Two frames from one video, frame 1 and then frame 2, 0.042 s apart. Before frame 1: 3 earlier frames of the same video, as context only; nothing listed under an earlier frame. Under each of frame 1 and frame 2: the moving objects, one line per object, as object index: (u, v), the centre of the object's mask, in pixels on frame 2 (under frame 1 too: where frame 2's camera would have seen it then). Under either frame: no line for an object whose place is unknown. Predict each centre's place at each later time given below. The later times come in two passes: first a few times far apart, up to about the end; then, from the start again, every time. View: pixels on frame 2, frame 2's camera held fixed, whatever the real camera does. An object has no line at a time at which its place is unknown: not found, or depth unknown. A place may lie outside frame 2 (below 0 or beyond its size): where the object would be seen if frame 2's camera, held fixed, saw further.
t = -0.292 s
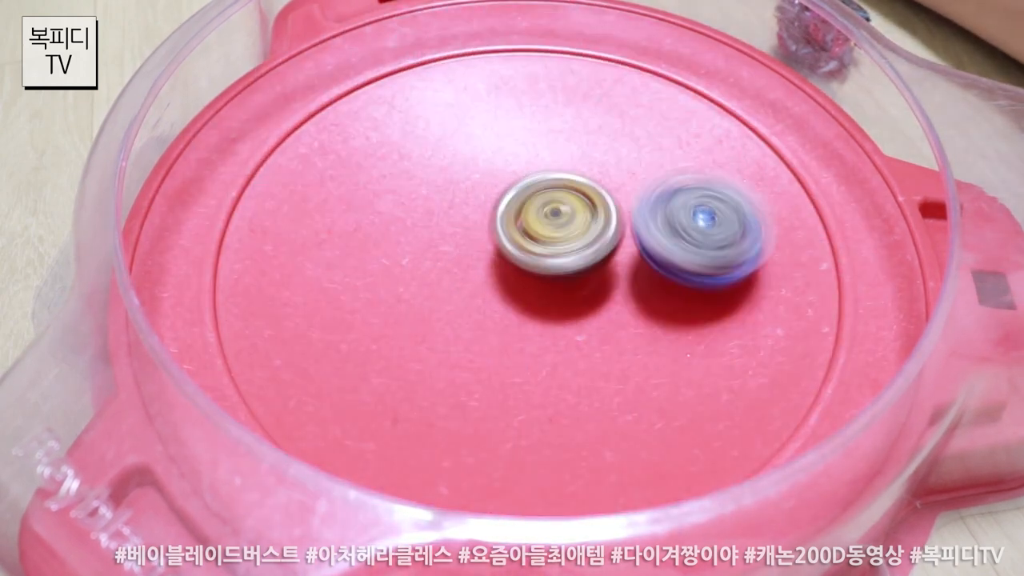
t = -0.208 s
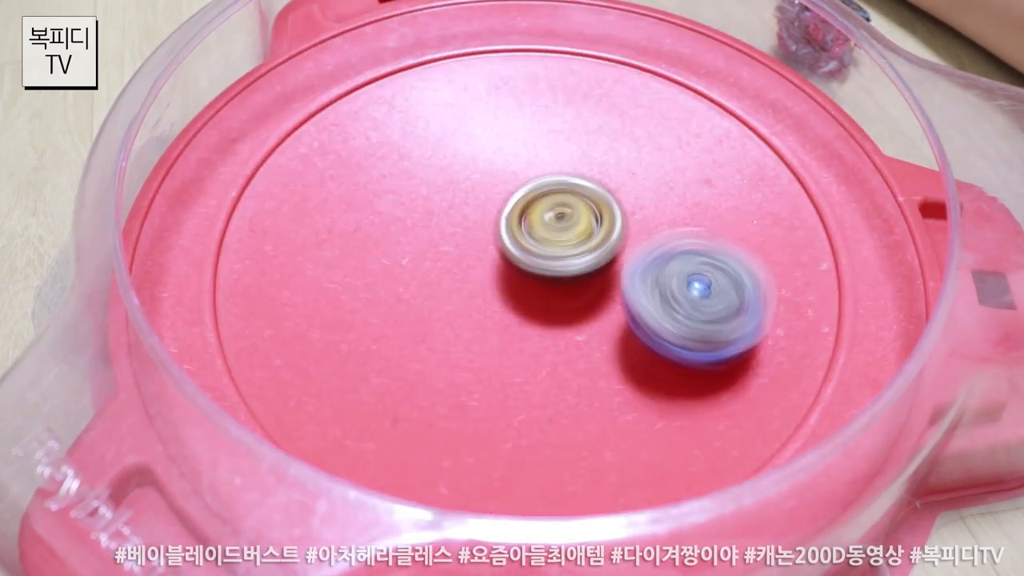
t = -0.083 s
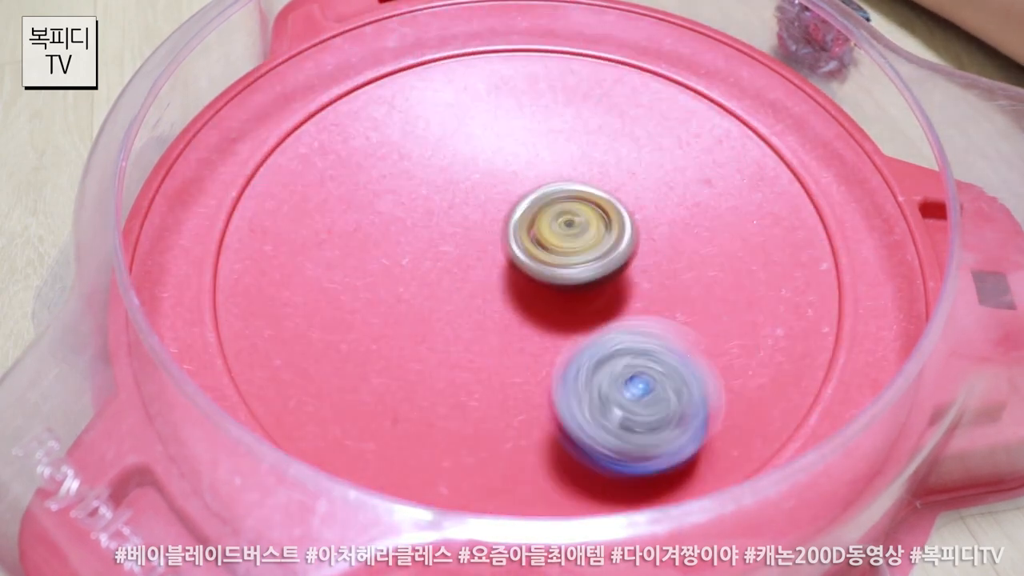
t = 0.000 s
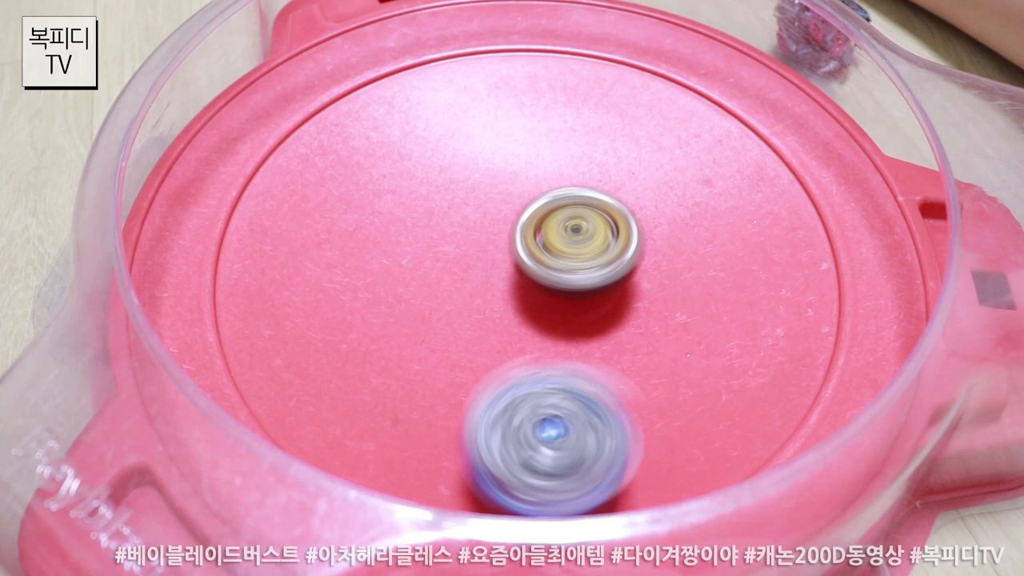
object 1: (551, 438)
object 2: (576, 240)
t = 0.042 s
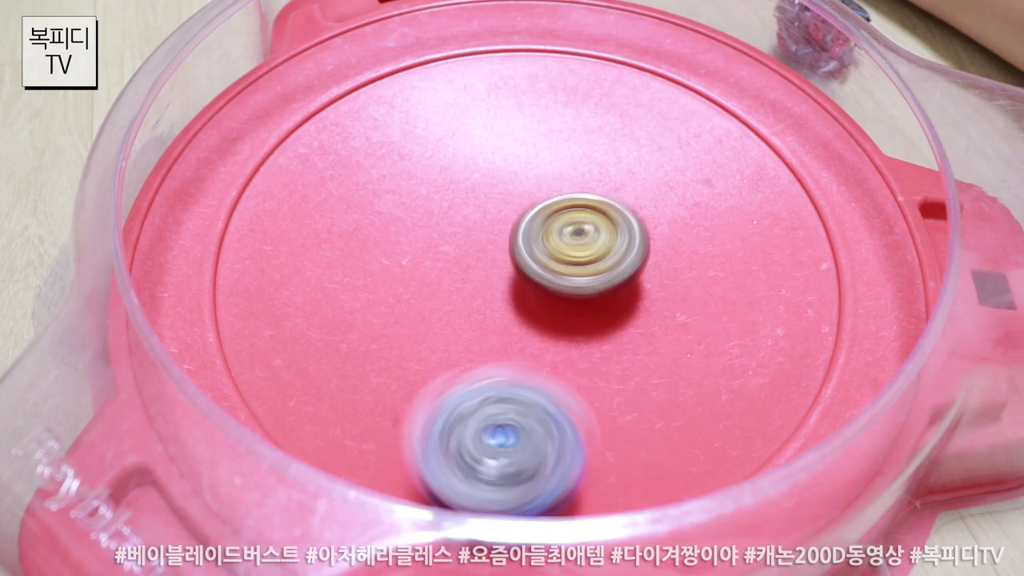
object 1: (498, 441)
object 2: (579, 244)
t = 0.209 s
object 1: (326, 381)
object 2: (580, 256)
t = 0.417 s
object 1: (333, 221)
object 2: (565, 262)
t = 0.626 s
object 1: (484, 127)
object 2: (561, 264)
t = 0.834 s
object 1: (662, 125)
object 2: (546, 273)
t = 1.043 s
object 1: (777, 222)
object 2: (521, 267)
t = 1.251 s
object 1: (667, 357)
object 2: (515, 264)
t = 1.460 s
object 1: (457, 370)
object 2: (511, 252)
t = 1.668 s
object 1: (327, 278)
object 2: (496, 238)
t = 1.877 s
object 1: (362, 168)
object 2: (486, 232)
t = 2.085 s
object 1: (483, 93)
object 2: (536, 259)
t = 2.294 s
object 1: (630, 150)
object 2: (530, 231)
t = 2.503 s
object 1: (668, 285)
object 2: (535, 199)
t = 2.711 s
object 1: (545, 398)
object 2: (564, 207)
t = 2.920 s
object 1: (366, 348)
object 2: (573, 233)
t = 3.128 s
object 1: (373, 217)
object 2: (565, 250)
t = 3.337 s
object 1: (498, 141)
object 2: (556, 257)
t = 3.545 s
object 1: (650, 154)
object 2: (547, 261)
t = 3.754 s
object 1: (710, 257)
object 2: (535, 262)
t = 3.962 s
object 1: (592, 357)
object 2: (517, 252)
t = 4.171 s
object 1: (420, 376)
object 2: (511, 216)
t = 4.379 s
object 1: (333, 278)
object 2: (514, 222)
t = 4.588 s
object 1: (362, 174)
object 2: (585, 230)
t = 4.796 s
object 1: (476, 124)
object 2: (579, 231)
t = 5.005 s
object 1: (605, 144)
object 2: (582, 252)
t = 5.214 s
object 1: (695, 209)
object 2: (576, 295)
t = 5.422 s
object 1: (748, 267)
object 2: (401, 363)
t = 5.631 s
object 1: (620, 304)
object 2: (345, 398)
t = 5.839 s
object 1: (480, 255)
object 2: (432, 365)
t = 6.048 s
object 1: (423, 122)
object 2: (493, 351)
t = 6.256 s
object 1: (455, 52)
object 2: (507, 285)
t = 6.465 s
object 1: (529, 85)
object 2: (481, 247)
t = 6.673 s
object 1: (605, 107)
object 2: (468, 322)
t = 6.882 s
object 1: (648, 207)
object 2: (492, 299)
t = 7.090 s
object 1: (662, 308)
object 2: (496, 275)
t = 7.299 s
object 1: (644, 403)
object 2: (512, 266)
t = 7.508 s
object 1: (518, 379)
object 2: (527, 261)
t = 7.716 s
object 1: (424, 320)
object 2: (547, 235)
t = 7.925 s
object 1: (396, 229)
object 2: (543, 233)
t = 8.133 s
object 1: (408, 143)
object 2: (563, 237)
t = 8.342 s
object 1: (503, 128)
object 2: (566, 238)
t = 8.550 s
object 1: (592, 146)
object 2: (555, 284)
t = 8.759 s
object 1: (653, 210)
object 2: (521, 289)
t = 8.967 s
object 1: (647, 287)
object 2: (465, 285)
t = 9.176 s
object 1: (556, 297)
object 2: (420, 253)
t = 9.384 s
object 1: (547, 233)
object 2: (404, 208)
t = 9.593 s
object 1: (584, 192)
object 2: (446, 183)
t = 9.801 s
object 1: (641, 240)
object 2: (474, 160)
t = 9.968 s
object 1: (624, 305)
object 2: (521, 180)
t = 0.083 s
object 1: (449, 441)
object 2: (581, 246)
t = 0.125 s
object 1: (401, 427)
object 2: (582, 251)
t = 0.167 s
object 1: (356, 407)
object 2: (582, 252)
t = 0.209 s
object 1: (326, 381)
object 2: (580, 256)
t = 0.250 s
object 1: (306, 349)
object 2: (578, 257)
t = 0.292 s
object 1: (300, 315)
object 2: (575, 260)
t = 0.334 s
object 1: (300, 280)
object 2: (572, 261)
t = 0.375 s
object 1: (315, 250)
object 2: (568, 263)
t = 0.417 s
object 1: (333, 221)
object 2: (565, 262)
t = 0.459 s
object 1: (357, 195)
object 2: (563, 264)
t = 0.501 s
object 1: (385, 173)
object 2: (562, 262)
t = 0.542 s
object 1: (415, 155)
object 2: (562, 264)
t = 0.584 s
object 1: (450, 139)
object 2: (560, 263)
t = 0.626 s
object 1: (484, 127)
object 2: (561, 264)
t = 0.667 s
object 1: (519, 119)
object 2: (559, 266)
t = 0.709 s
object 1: (558, 116)
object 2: (557, 268)
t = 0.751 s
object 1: (593, 116)
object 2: (554, 271)
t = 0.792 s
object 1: (629, 119)
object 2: (550, 272)
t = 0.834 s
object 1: (662, 125)
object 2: (546, 273)
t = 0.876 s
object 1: (697, 134)
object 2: (541, 274)
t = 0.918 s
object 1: (729, 150)
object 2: (535, 273)
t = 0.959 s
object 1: (754, 168)
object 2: (530, 271)
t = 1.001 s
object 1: (771, 196)
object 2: (525, 270)
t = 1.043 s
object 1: (777, 222)
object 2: (521, 267)
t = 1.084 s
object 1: (772, 251)
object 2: (518, 266)
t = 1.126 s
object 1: (758, 283)
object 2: (516, 265)
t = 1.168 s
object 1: (737, 312)
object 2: (514, 263)
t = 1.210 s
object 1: (706, 337)
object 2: (515, 263)
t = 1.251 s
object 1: (667, 357)
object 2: (515, 264)
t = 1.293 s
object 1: (620, 371)
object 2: (514, 264)
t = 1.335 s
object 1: (576, 378)
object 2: (514, 264)
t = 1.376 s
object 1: (531, 380)
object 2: (514, 261)
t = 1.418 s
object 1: (492, 377)
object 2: (513, 256)
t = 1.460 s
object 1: (457, 370)
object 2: (511, 252)
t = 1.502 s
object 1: (423, 356)
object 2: (509, 248)
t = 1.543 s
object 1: (391, 340)
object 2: (506, 244)
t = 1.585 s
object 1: (363, 324)
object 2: (504, 242)
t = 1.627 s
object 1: (342, 301)
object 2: (501, 240)
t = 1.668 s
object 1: (327, 278)
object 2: (496, 238)
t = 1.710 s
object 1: (319, 254)
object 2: (493, 236)
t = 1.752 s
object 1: (318, 229)
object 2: (490, 236)
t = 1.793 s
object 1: (328, 209)
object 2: (488, 235)
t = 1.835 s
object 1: (341, 186)
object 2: (487, 234)
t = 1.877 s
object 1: (362, 168)
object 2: (486, 232)
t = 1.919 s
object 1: (388, 153)
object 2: (485, 230)
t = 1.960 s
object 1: (404, 127)
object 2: (502, 243)
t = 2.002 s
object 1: (424, 110)
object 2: (519, 252)
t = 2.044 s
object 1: (452, 101)
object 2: (530, 257)
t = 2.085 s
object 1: (483, 93)
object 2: (536, 259)
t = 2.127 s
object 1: (515, 93)
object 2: (537, 257)
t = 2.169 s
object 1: (548, 102)
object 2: (536, 252)
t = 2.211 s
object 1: (578, 114)
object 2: (534, 245)
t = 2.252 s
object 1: (605, 129)
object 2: (533, 238)
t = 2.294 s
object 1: (630, 150)
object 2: (530, 231)
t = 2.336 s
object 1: (650, 175)
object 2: (528, 223)
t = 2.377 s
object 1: (666, 201)
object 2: (527, 215)
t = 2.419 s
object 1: (673, 230)
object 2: (528, 209)
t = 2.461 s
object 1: (675, 259)
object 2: (531, 203)
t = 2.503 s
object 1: (668, 285)
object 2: (535, 199)
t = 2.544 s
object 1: (655, 315)
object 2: (541, 198)
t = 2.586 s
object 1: (636, 343)
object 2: (547, 197)
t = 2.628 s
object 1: (613, 366)
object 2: (553, 199)
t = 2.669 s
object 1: (580, 386)
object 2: (559, 203)
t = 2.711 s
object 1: (545, 398)
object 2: (564, 207)
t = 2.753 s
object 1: (505, 403)
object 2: (567, 212)
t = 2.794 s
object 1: (465, 400)
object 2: (570, 218)
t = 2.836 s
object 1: (427, 390)
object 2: (572, 224)
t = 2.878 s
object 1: (394, 373)
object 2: (573, 229)
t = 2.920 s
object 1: (366, 348)
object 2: (573, 233)
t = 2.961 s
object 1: (351, 322)
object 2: (572, 237)
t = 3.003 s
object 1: (347, 295)
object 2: (571, 241)
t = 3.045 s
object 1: (347, 268)
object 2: (569, 244)
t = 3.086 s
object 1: (358, 242)
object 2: (567, 247)
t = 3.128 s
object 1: (373, 217)
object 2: (565, 250)
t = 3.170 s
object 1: (392, 197)
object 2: (563, 253)
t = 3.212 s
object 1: (417, 180)
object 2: (561, 254)
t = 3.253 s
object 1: (442, 164)
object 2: (559, 255)
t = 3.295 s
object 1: (469, 152)
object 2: (557, 256)
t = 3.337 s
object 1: (498, 141)
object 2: (556, 257)
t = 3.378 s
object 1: (529, 135)
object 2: (555, 258)
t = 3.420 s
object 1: (562, 134)
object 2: (554, 258)
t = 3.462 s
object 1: (593, 138)
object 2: (552, 259)
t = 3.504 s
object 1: (623, 144)
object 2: (550, 260)
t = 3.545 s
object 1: (650, 154)
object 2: (547, 261)
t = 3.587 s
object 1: (676, 167)
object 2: (544, 261)
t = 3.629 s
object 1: (697, 183)
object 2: (541, 261)
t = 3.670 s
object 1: (712, 207)
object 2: (539, 261)
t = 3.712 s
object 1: (715, 230)
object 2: (537, 262)
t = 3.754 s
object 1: (710, 257)
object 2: (535, 262)
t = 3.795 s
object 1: (697, 280)
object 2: (532, 262)
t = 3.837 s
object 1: (676, 307)
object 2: (530, 262)
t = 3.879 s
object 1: (650, 326)
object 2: (526, 260)
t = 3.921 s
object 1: (624, 344)
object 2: (521, 256)
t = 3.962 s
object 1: (592, 357)
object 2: (517, 252)
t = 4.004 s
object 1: (555, 363)
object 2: (515, 249)
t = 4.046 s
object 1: (522, 371)
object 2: (513, 241)
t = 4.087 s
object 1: (490, 379)
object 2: (511, 227)
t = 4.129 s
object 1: (458, 381)
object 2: (511, 219)
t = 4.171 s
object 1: (420, 376)
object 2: (511, 216)
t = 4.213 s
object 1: (390, 366)
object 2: (512, 214)
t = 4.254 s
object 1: (365, 349)
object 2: (514, 215)
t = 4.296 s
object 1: (345, 327)
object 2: (514, 217)
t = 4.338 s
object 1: (333, 303)
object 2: (514, 219)
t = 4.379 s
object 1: (333, 278)
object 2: (514, 222)
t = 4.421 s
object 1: (343, 253)
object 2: (513, 224)
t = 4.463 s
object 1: (359, 230)
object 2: (513, 227)
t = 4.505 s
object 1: (366, 212)
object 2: (525, 230)
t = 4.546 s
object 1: (357, 193)
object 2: (562, 230)
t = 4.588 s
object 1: (362, 174)
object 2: (585, 230)
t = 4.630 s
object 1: (379, 157)
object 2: (598, 232)
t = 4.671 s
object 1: (397, 143)
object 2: (601, 234)
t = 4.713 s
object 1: (422, 132)
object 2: (597, 236)
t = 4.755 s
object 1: (447, 127)
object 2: (588, 235)
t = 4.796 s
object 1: (476, 124)
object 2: (579, 231)
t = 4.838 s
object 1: (506, 129)
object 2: (574, 225)
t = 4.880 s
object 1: (528, 125)
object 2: (577, 234)
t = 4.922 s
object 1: (554, 129)
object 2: (582, 244)
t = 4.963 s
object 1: (578, 134)
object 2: (584, 249)
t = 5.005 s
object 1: (605, 144)
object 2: (582, 252)
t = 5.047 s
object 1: (627, 146)
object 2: (580, 265)
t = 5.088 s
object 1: (654, 156)
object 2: (579, 275)
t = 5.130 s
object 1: (674, 170)
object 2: (578, 285)
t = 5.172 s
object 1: (689, 187)
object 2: (578, 291)
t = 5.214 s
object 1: (695, 209)
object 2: (576, 295)
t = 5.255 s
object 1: (691, 230)
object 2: (571, 299)
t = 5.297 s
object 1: (715, 232)
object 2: (528, 315)
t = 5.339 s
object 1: (734, 237)
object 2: (481, 332)
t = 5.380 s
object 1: (745, 251)
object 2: (437, 349)
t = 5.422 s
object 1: (748, 267)
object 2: (401, 363)
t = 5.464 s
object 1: (738, 281)
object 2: (372, 375)
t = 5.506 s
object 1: (718, 292)
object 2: (353, 385)
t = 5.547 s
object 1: (687, 300)
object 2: (343, 391)
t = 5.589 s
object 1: (654, 306)
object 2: (339, 396)
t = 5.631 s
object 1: (620, 304)
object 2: (345, 398)
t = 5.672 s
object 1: (587, 300)
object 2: (357, 397)
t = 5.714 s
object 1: (558, 290)
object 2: (372, 393)
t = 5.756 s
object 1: (529, 279)
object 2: (389, 388)
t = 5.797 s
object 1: (503, 267)
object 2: (410, 377)
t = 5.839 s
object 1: (480, 255)
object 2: (432, 365)
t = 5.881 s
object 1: (456, 237)
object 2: (452, 353)
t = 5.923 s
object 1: (443, 199)
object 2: (465, 362)
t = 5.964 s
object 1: (432, 166)
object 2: (473, 361)
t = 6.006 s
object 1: (426, 142)
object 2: (483, 358)
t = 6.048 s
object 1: (423, 122)
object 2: (493, 351)
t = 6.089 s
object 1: (423, 103)
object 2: (503, 345)
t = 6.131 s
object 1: (425, 84)
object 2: (510, 333)
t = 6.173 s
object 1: (431, 68)
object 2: (513, 320)
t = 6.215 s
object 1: (440, 57)
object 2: (512, 303)
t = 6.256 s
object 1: (455, 52)
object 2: (507, 285)
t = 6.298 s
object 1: (470, 56)
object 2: (505, 266)
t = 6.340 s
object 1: (485, 69)
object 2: (501, 248)
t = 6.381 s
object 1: (500, 90)
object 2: (497, 228)
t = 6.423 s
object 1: (511, 109)
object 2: (493, 213)
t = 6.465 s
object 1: (529, 85)
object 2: (481, 247)
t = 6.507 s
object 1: (540, 69)
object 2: (472, 279)
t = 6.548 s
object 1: (552, 69)
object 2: (467, 301)
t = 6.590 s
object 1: (569, 76)
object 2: (465, 315)
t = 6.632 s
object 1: (588, 88)
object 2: (467, 321)
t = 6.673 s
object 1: (605, 107)
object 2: (468, 322)
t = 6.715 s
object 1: (618, 126)
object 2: (472, 319)
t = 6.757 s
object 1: (630, 142)
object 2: (476, 316)
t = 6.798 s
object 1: (638, 163)
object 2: (480, 310)
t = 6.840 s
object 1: (644, 185)
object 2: (487, 303)
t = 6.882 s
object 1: (648, 207)
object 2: (492, 299)
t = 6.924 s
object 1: (650, 230)
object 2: (496, 293)
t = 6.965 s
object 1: (650, 252)
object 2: (502, 287)
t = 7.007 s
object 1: (651, 271)
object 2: (504, 283)
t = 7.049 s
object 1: (657, 288)
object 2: (496, 278)
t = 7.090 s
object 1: (662, 308)
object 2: (496, 275)
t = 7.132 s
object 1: (666, 328)
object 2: (497, 274)
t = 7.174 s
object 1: (668, 348)
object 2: (500, 271)
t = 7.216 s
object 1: (668, 368)
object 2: (504, 269)
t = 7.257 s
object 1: (660, 387)
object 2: (508, 268)
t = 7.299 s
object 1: (644, 403)
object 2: (512, 266)
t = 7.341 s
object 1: (621, 413)
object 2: (516, 265)
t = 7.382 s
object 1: (592, 414)
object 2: (519, 264)
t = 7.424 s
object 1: (564, 407)
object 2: (521, 264)
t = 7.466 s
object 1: (539, 394)
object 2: (524, 263)
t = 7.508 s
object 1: (518, 379)
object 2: (527, 261)
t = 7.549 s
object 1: (502, 369)
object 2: (528, 254)
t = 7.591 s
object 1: (481, 359)
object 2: (534, 246)
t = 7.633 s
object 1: (461, 348)
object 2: (541, 239)
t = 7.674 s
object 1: (440, 335)
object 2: (545, 236)
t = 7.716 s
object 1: (424, 320)
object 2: (547, 235)
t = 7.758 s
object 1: (411, 303)
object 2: (547, 234)
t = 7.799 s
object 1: (401, 284)
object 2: (547, 234)
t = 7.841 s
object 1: (395, 266)
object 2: (547, 234)
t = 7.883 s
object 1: (394, 247)
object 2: (544, 233)
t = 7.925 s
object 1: (396, 229)
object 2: (543, 233)
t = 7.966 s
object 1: (396, 210)
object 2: (548, 235)
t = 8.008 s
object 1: (392, 192)
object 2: (558, 238)
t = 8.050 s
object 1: (393, 176)
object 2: (561, 238)
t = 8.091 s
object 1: (398, 158)
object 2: (561, 238)
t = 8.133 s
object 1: (408, 143)
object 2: (563, 237)
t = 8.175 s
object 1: (421, 130)
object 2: (564, 237)
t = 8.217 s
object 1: (439, 122)
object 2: (564, 238)
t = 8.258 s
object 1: (460, 120)
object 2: (565, 237)
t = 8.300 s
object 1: (482, 122)
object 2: (566, 238)
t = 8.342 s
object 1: (503, 128)
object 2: (566, 238)
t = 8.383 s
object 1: (522, 137)
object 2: (566, 239)
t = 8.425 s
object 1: (538, 141)
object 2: (566, 247)
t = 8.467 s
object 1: (553, 137)
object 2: (564, 267)
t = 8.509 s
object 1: (572, 140)
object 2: (560, 278)
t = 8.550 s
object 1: (592, 146)
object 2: (555, 284)
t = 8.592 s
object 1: (609, 157)
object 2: (552, 285)
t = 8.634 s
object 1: (620, 172)
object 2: (549, 283)
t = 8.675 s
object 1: (628, 190)
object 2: (547, 282)
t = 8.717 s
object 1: (639, 199)
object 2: (535, 286)
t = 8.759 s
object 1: (653, 210)
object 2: (521, 289)
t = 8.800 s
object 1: (660, 227)
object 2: (513, 291)
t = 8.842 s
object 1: (658, 245)
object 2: (507, 290)
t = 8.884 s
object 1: (649, 262)
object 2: (501, 290)
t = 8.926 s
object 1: (645, 274)
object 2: (486, 288)
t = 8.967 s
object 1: (647, 287)
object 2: (465, 285)
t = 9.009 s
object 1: (639, 301)
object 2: (451, 280)
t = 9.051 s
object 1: (621, 309)
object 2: (439, 274)
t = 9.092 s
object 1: (601, 310)
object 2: (430, 268)
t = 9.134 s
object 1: (578, 306)
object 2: (424, 261)
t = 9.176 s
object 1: (556, 297)
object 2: (420, 253)
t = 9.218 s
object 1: (552, 287)
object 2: (411, 243)
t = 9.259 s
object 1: (546, 274)
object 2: (404, 232)
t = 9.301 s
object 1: (546, 262)
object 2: (401, 223)
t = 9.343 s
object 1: (546, 248)
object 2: (402, 215)
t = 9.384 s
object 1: (547, 233)
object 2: (404, 208)
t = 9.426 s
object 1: (551, 220)
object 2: (408, 202)
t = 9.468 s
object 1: (558, 207)
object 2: (415, 197)
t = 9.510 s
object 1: (568, 198)
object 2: (424, 192)
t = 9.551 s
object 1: (578, 192)
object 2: (434, 187)
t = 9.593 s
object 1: (584, 192)
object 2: (446, 183)
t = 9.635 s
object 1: (589, 195)
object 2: (458, 179)
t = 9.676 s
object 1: (599, 200)
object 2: (466, 174)
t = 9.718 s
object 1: (619, 212)
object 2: (461, 163)
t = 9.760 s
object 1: (631, 226)
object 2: (465, 159)
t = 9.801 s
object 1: (641, 240)
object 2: (474, 160)
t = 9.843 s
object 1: (645, 256)
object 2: (484, 163)
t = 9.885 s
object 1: (645, 275)
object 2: (495, 167)
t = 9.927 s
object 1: (637, 290)
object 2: (508, 173)
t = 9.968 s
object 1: (624, 305)
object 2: (521, 180)
